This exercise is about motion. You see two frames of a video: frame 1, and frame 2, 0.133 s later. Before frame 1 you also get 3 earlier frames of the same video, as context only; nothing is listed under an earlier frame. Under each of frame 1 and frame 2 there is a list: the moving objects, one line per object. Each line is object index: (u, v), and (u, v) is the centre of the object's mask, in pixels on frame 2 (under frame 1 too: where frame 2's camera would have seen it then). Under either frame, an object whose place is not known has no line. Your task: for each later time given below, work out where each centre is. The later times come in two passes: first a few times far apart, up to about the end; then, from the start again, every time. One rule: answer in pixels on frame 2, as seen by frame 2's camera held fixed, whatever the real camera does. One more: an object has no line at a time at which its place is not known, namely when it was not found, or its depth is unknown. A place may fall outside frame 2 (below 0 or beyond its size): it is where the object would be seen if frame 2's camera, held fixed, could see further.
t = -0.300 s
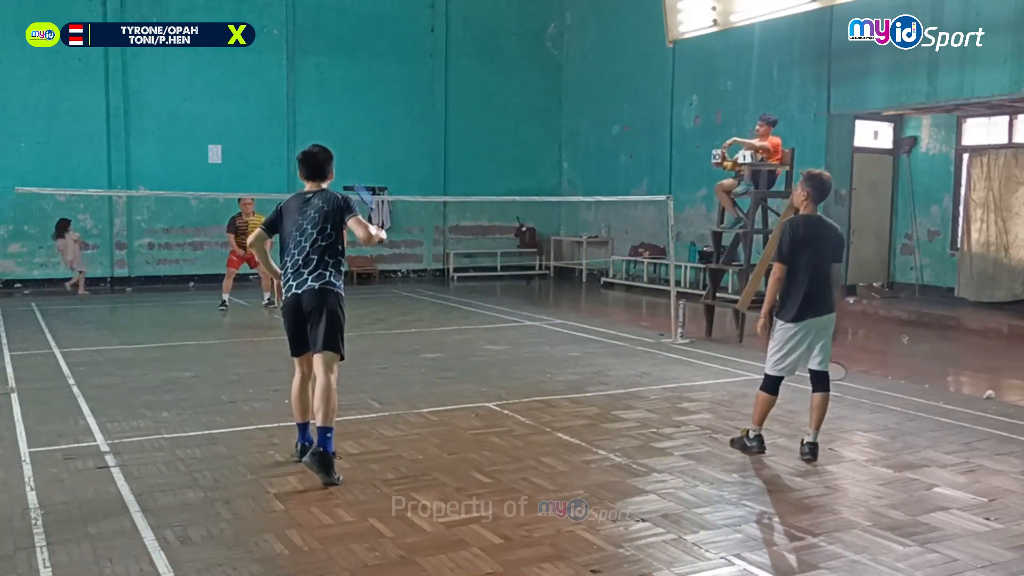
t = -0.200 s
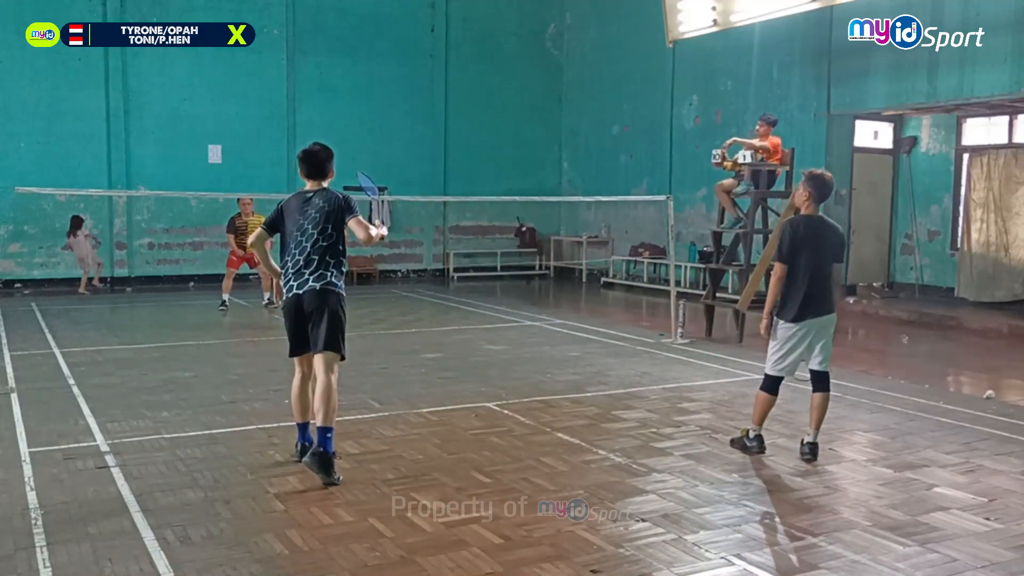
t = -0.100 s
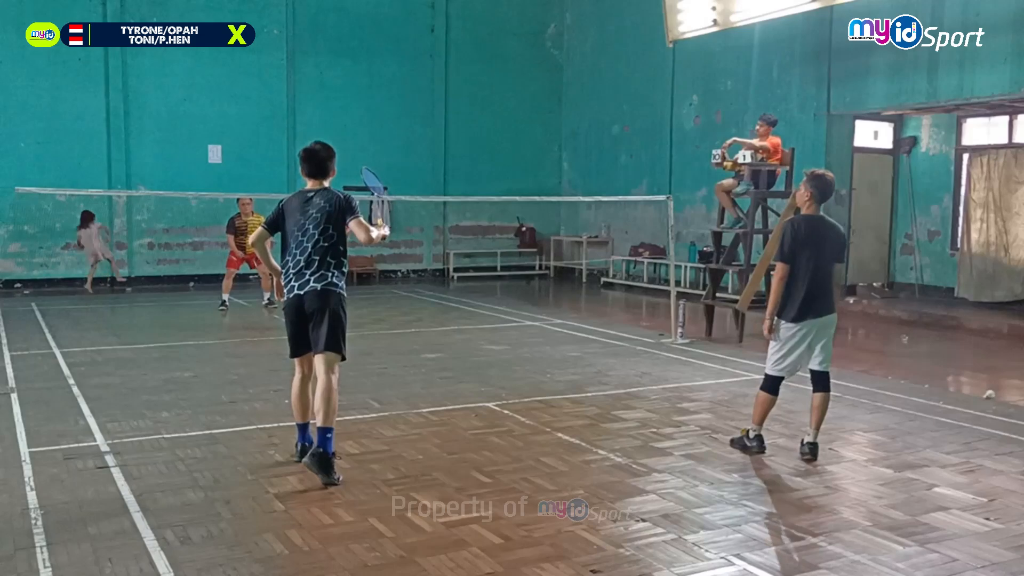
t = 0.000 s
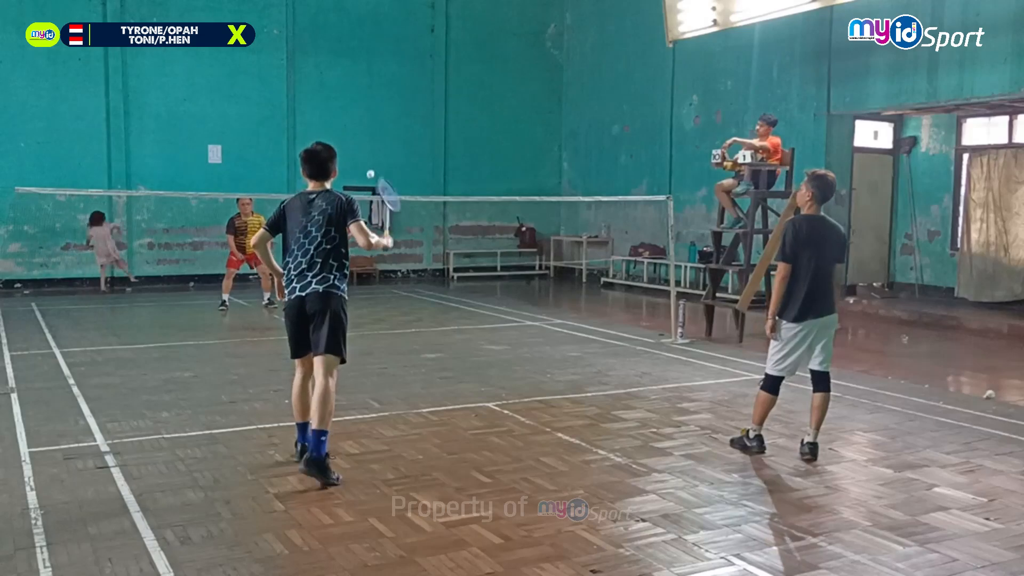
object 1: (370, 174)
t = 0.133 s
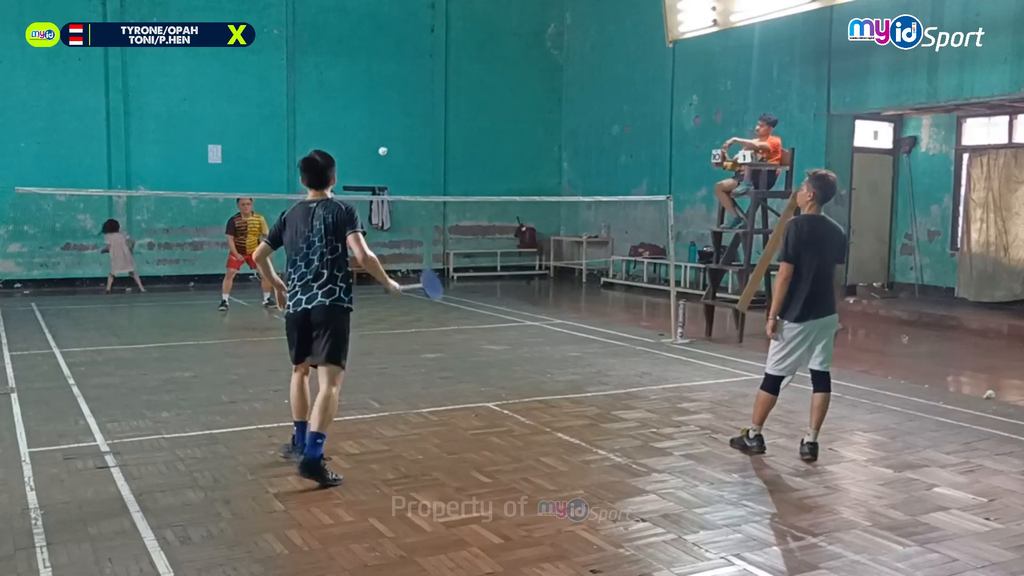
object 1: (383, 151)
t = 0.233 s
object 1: (395, 147)
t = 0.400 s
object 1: (414, 164)
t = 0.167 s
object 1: (387, 148)
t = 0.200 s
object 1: (391, 147)
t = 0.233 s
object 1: (395, 147)
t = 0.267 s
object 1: (399, 147)
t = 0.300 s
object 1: (403, 149)
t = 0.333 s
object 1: (406, 153)
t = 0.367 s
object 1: (410, 157)
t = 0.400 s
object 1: (414, 164)
